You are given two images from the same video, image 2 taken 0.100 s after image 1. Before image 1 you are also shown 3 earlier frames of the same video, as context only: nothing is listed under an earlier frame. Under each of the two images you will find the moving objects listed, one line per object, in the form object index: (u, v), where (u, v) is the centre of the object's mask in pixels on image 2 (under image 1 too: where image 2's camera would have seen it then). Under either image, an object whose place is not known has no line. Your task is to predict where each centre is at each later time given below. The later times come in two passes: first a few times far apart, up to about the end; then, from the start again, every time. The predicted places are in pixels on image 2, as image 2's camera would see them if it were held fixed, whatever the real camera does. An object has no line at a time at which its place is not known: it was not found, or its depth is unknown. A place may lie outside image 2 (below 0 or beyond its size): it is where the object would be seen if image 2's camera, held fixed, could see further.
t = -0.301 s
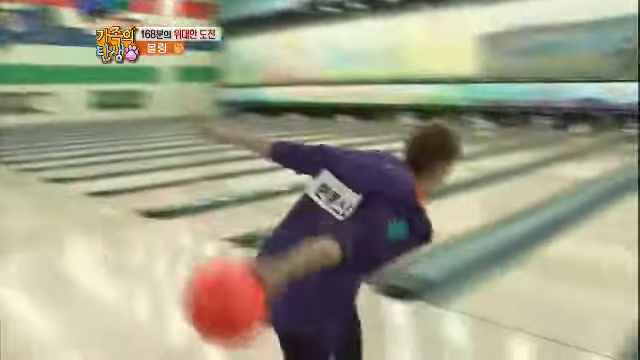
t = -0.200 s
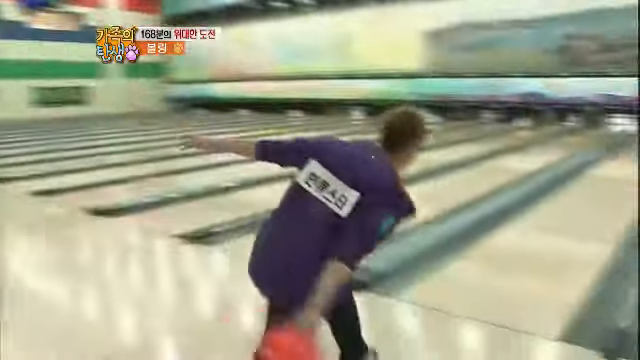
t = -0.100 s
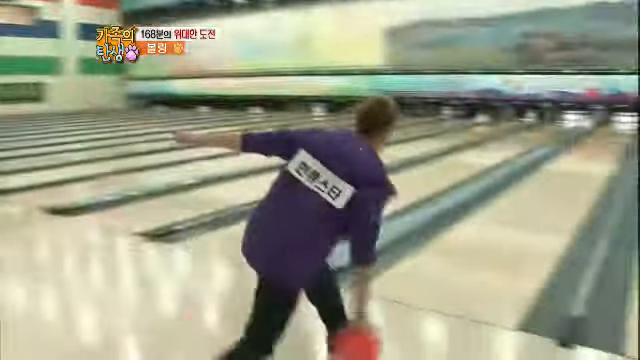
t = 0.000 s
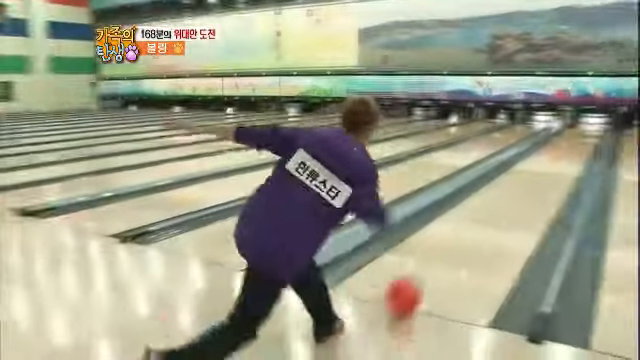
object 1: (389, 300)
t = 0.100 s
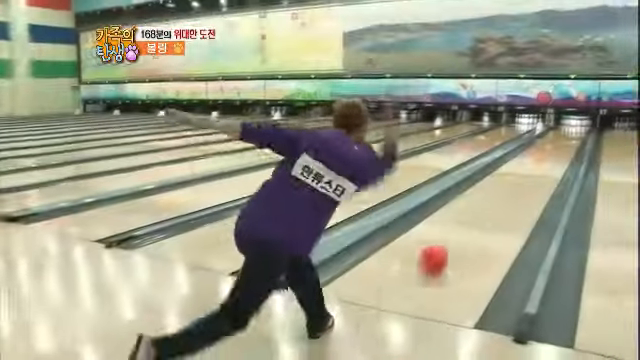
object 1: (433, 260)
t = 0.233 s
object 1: (471, 226)
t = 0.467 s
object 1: (509, 190)
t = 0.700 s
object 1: (530, 169)
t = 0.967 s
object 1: (547, 152)
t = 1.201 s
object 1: (556, 144)
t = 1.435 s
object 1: (558, 141)
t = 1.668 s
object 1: (566, 134)
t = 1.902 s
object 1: (572, 130)
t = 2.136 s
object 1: (573, 128)
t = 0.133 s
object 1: (444, 250)
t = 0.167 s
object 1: (454, 241)
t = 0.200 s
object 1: (463, 233)
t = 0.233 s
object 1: (471, 226)
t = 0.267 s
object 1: (478, 219)
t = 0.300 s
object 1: (484, 214)
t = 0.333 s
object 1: (490, 208)
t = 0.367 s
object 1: (496, 203)
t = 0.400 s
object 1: (500, 198)
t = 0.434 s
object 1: (505, 193)
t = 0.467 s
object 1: (509, 190)
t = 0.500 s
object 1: (512, 187)
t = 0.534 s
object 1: (515, 182)
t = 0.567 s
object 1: (519, 179)
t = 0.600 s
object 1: (523, 176)
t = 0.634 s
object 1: (525, 173)
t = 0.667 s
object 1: (527, 170)
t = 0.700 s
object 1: (530, 169)
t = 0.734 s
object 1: (533, 167)
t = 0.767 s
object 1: (535, 166)
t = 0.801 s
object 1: (537, 164)
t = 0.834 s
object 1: (539, 162)
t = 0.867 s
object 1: (540, 160)
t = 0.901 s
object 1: (541, 160)
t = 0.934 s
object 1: (543, 156)
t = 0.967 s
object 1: (547, 152)
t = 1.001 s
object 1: (548, 151)
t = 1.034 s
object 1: (549, 150)
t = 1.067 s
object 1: (550, 149)
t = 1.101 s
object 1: (550, 149)
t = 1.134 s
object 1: (552, 147)
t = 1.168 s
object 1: (555, 145)
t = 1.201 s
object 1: (556, 144)
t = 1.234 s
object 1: (557, 142)
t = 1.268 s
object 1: (557, 142)
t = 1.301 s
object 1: (558, 142)
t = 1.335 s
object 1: (558, 142)
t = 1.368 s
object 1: (558, 141)
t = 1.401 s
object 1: (558, 141)
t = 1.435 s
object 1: (558, 141)
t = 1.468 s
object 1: (558, 141)
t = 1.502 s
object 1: (558, 141)
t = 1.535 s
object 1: (563, 137)
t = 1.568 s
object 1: (566, 135)
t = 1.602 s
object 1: (566, 134)
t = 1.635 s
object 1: (566, 134)
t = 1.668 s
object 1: (566, 134)
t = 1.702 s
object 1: (566, 134)
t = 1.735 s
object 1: (569, 132)
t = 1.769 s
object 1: (567, 131)
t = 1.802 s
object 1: (572, 129)
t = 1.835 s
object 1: (570, 130)
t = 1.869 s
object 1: (571, 130)
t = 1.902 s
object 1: (572, 130)
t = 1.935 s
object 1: (572, 129)
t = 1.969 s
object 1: (572, 129)
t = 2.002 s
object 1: (573, 129)
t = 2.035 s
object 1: (572, 129)
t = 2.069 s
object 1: (573, 129)
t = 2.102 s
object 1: (573, 128)
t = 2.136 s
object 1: (573, 128)
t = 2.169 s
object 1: (574, 128)
